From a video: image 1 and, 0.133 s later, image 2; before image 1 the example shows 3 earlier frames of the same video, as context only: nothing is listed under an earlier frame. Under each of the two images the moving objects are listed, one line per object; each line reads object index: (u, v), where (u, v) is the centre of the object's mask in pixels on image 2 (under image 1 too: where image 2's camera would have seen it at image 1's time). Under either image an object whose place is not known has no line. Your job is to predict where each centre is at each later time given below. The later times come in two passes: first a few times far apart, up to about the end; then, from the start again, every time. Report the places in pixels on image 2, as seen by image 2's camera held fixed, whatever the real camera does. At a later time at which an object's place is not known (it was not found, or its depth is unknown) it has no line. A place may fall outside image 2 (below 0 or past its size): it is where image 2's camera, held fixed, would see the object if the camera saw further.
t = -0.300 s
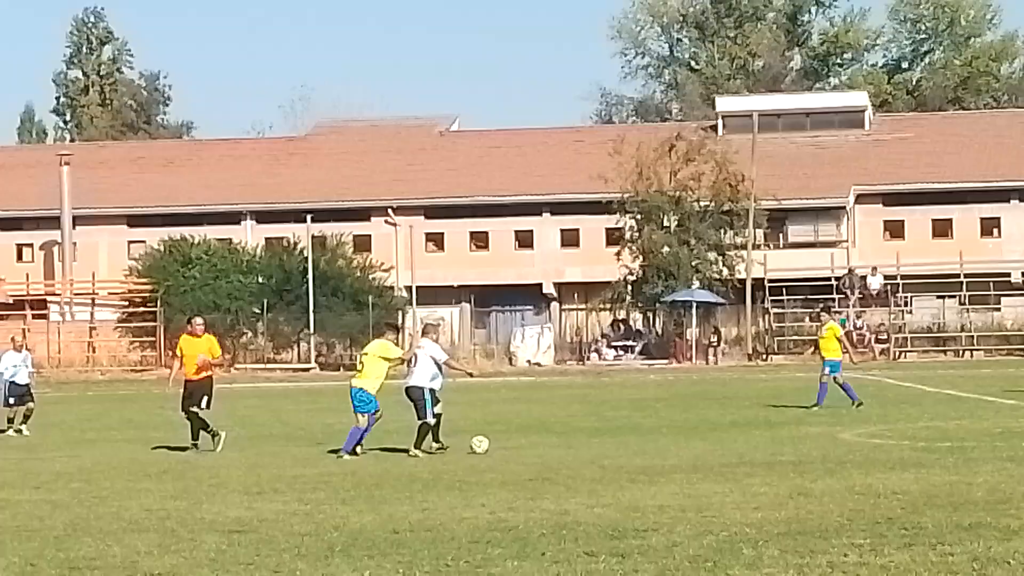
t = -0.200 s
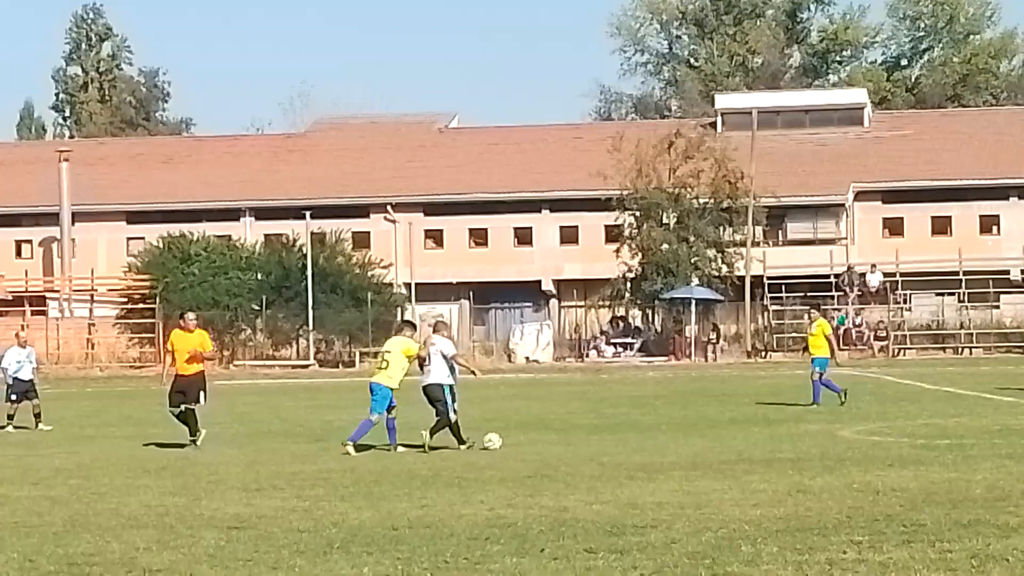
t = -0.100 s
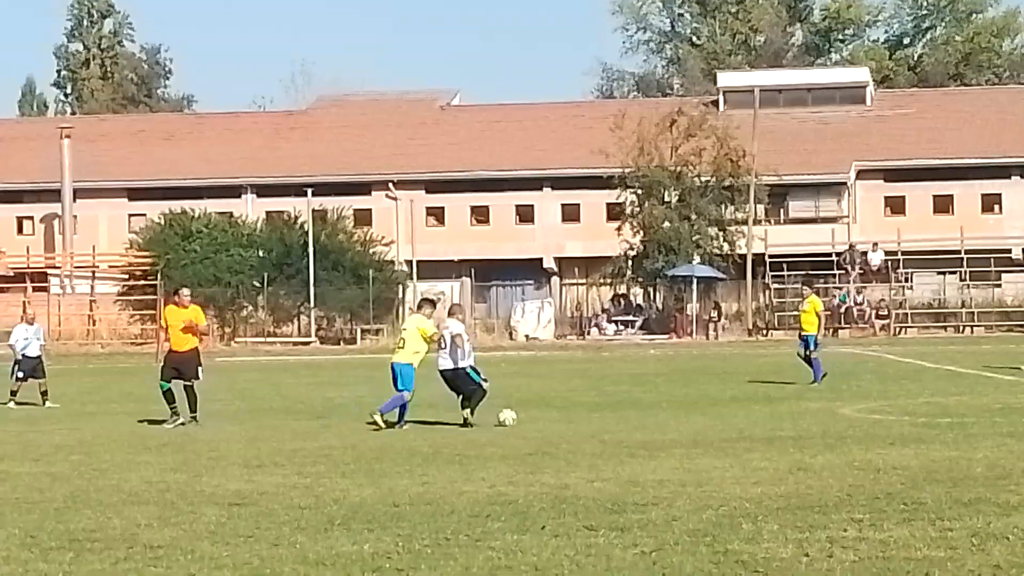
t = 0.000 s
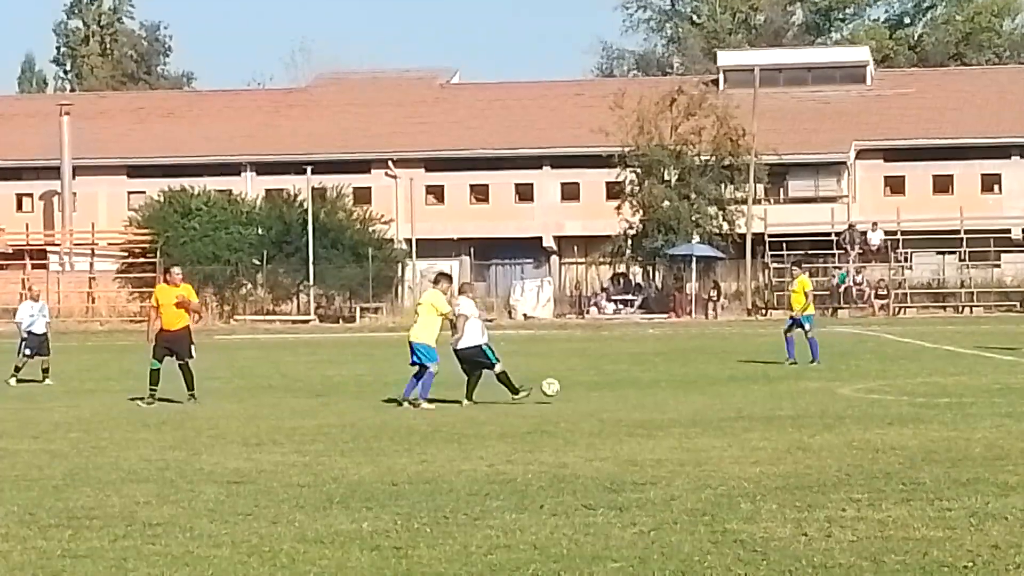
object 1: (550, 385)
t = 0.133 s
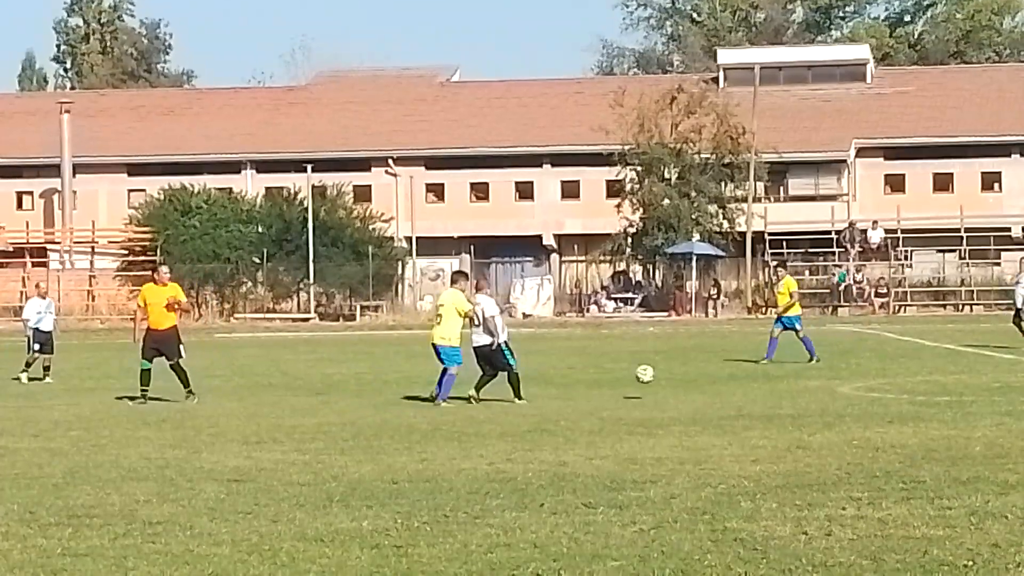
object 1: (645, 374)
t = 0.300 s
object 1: (760, 381)
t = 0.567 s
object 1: (911, 374)
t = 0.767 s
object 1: (1010, 380)
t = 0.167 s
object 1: (668, 374)
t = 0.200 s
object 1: (692, 374)
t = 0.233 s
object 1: (714, 376)
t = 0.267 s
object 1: (738, 378)
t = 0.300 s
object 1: (760, 381)
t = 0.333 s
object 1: (783, 385)
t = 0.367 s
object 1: (805, 387)
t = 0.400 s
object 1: (823, 383)
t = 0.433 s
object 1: (841, 380)
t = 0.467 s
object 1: (859, 377)
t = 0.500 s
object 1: (877, 375)
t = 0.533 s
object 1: (894, 373)
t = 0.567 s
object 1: (911, 374)
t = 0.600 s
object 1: (929, 374)
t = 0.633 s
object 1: (947, 376)
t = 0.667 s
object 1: (964, 379)
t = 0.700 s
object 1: (981, 383)
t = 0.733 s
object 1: (996, 382)
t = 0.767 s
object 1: (1010, 380)
